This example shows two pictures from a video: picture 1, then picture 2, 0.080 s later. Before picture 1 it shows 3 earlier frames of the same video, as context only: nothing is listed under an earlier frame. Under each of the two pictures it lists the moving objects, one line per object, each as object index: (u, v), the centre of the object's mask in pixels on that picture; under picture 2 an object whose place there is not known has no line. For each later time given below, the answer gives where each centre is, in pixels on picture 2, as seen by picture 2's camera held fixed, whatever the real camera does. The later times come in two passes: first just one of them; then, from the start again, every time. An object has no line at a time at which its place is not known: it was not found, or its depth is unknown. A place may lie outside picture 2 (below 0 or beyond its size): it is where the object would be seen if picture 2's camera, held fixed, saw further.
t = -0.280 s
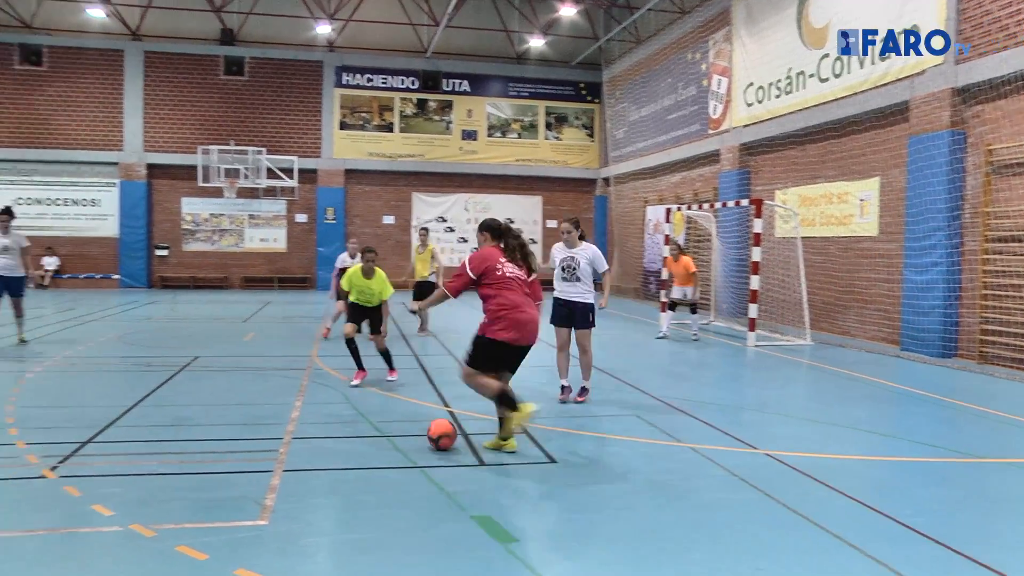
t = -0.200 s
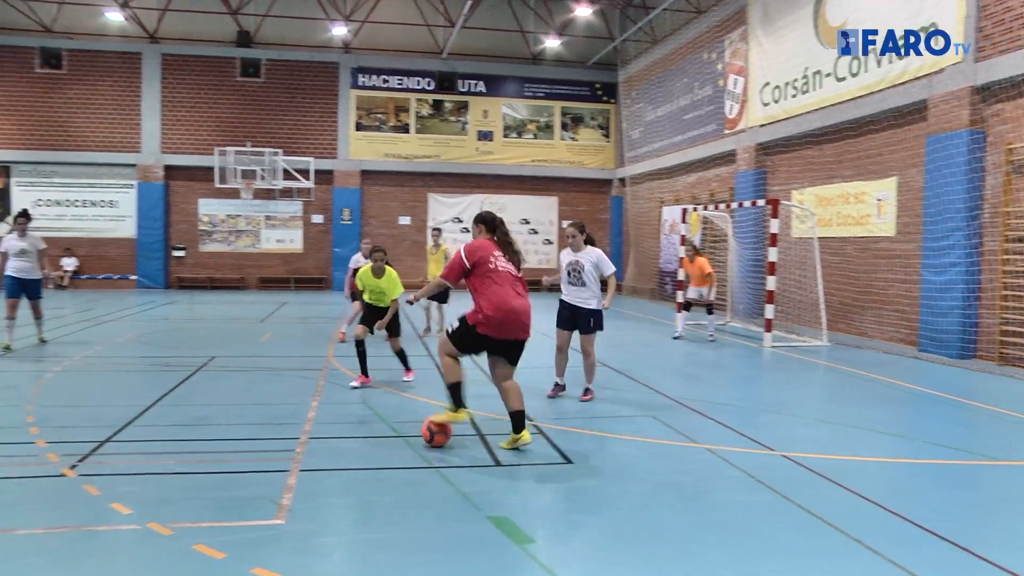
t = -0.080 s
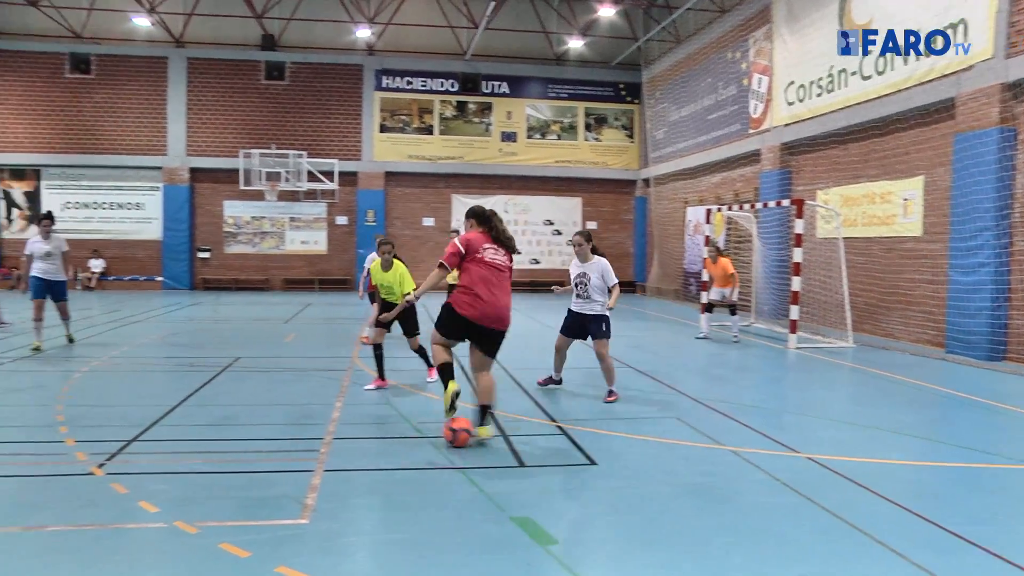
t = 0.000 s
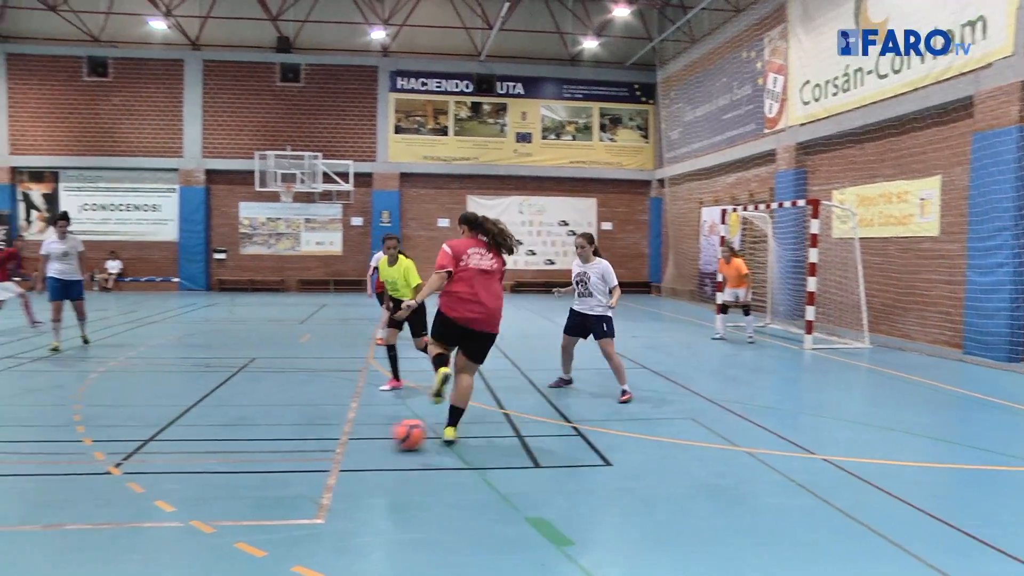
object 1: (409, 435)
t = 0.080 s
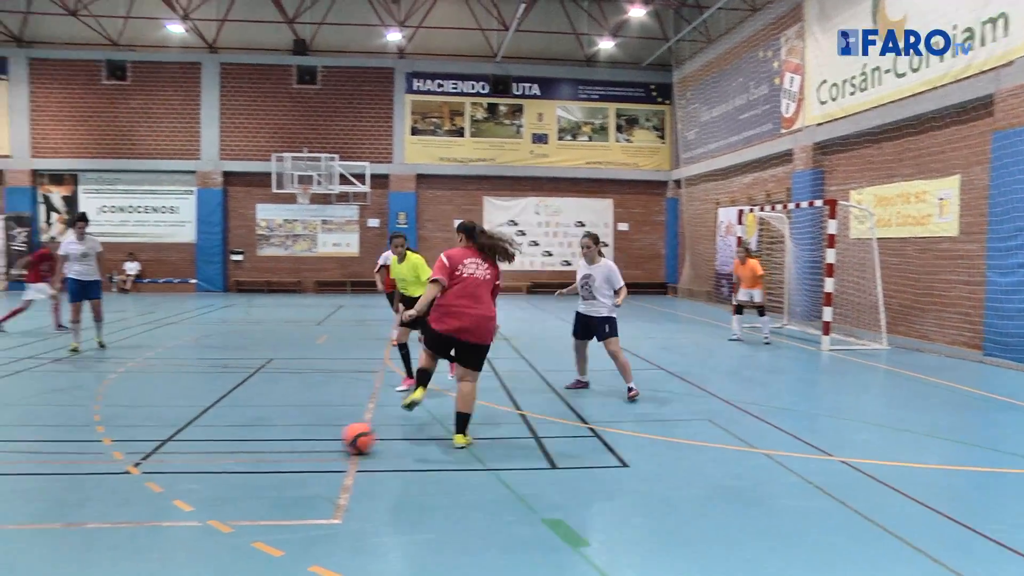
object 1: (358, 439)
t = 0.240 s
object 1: (237, 444)
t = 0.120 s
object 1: (327, 441)
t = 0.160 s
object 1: (296, 442)
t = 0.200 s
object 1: (267, 443)
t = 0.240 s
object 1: (237, 444)
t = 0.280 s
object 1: (209, 446)
